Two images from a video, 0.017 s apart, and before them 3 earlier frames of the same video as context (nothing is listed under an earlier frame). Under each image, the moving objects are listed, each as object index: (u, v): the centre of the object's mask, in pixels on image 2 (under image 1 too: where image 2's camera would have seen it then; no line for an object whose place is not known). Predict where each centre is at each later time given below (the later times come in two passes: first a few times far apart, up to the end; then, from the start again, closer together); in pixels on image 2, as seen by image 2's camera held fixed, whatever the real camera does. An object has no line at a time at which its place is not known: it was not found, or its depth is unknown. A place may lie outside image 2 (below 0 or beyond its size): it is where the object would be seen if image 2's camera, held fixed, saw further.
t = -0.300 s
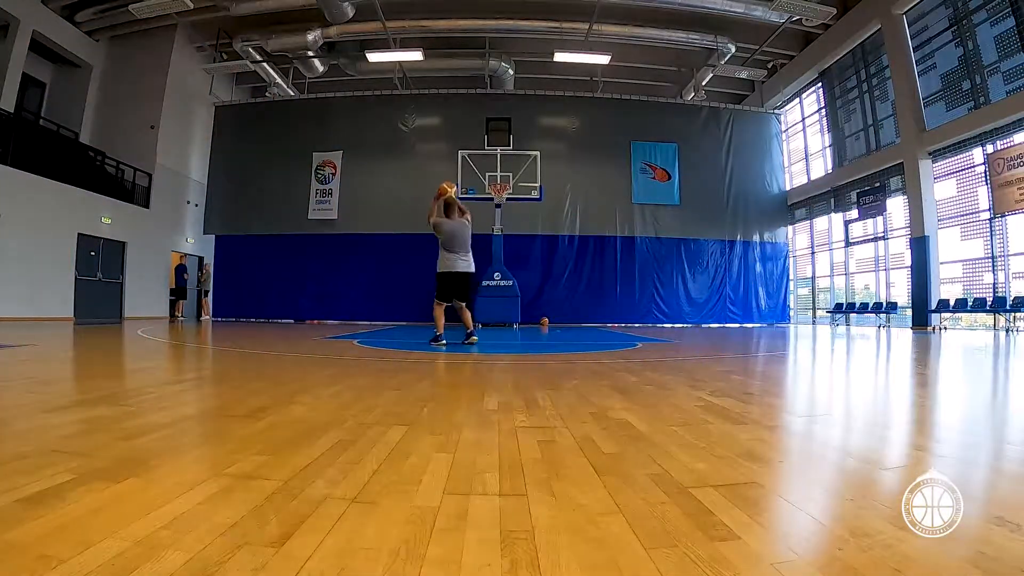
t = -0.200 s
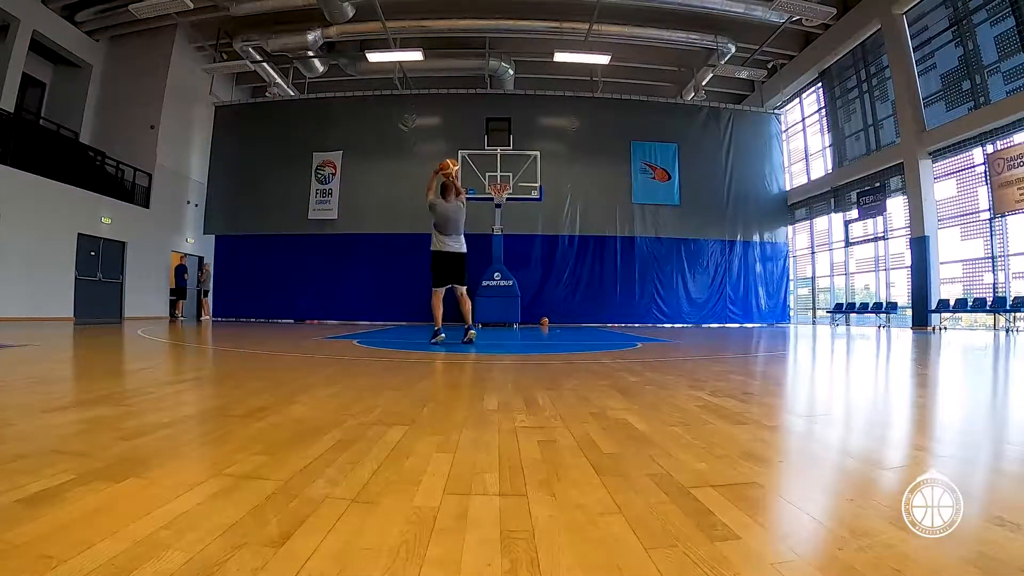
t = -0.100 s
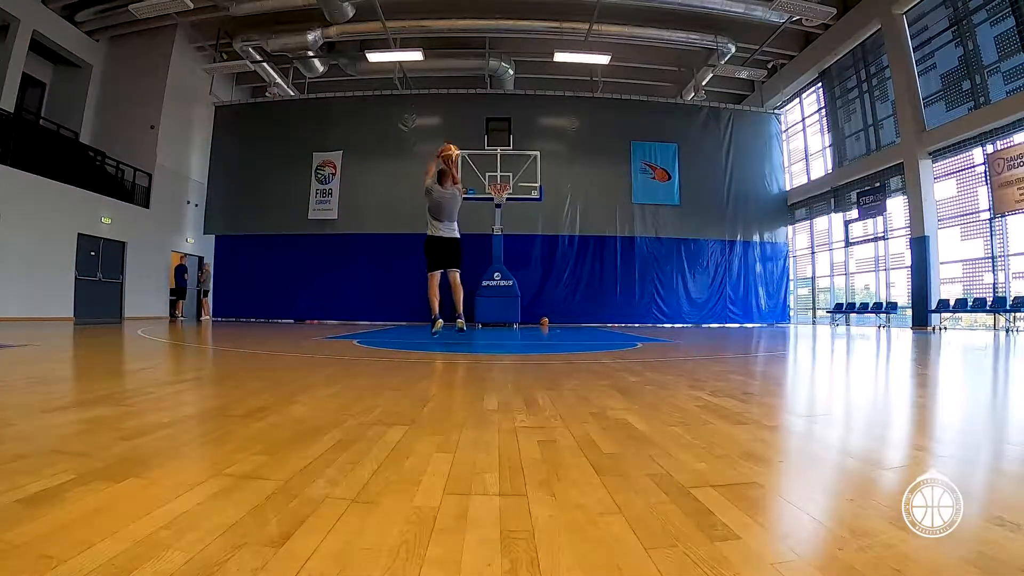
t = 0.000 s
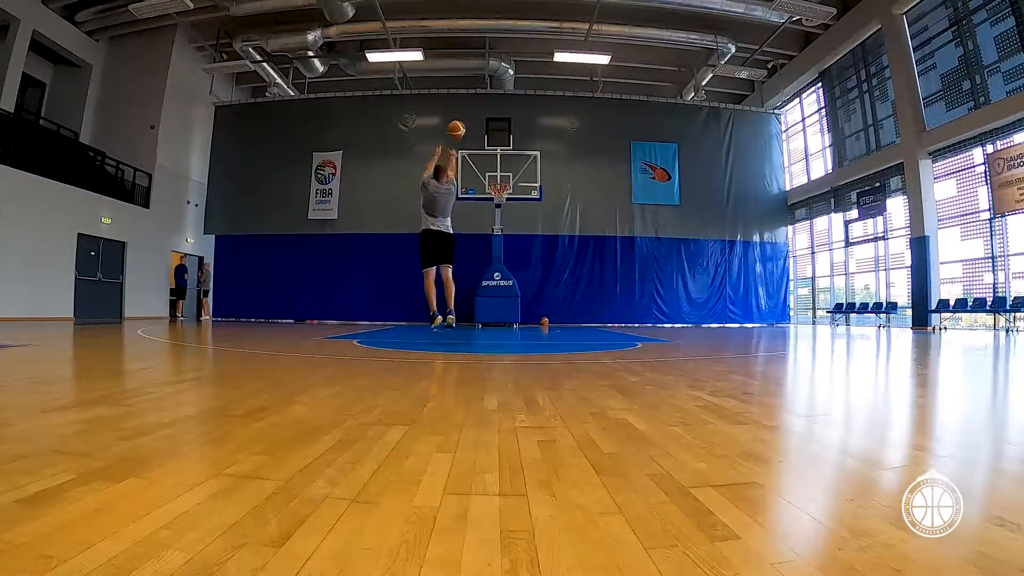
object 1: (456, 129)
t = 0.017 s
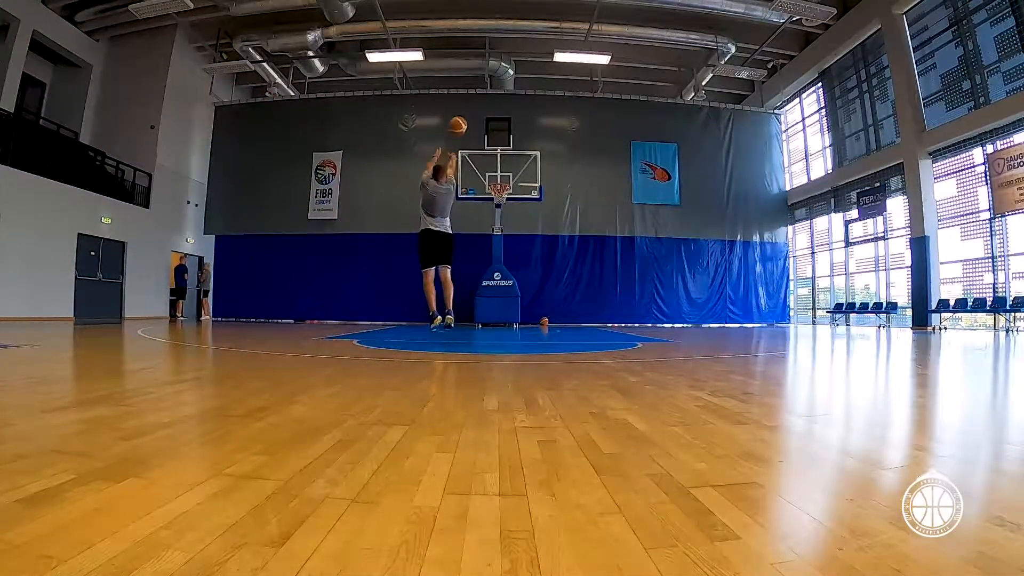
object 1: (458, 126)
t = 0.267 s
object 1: (476, 95)
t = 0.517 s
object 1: (487, 103)
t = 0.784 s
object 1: (496, 140)
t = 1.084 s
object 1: (498, 203)
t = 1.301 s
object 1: (485, 250)
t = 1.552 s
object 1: (471, 317)
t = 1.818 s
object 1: (458, 253)
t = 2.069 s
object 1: (445, 222)
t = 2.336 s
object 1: (427, 228)
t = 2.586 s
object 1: (409, 273)
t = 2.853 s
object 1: (389, 303)
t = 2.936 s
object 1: (382, 283)
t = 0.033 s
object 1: (460, 121)
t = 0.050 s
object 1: (461, 119)
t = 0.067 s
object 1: (463, 115)
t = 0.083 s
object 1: (464, 111)
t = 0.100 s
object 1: (465, 109)
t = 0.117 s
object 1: (466, 107)
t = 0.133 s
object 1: (468, 104)
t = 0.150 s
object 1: (469, 102)
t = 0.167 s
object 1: (470, 101)
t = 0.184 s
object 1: (471, 99)
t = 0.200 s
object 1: (472, 98)
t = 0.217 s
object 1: (473, 97)
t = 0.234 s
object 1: (474, 96)
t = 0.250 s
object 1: (475, 95)
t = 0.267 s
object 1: (476, 95)
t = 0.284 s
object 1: (477, 94)
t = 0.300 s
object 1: (478, 94)
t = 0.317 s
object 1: (478, 94)
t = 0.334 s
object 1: (479, 94)
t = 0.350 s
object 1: (480, 94)
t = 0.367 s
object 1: (481, 94)
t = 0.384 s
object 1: (481, 94)
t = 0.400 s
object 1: (482, 95)
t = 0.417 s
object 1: (483, 95)
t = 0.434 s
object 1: (483, 96)
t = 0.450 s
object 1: (484, 97)
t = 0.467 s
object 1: (485, 99)
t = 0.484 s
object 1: (486, 100)
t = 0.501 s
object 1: (486, 101)
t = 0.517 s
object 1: (487, 103)
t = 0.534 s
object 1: (488, 104)
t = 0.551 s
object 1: (488, 105)
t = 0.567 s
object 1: (489, 107)
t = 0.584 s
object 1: (490, 109)
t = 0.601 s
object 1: (490, 111)
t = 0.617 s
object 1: (491, 113)
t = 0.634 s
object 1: (492, 115)
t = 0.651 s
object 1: (492, 118)
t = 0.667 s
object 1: (493, 120)
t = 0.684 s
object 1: (493, 123)
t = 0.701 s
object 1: (494, 125)
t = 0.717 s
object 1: (494, 128)
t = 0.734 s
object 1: (495, 130)
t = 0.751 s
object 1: (495, 133)
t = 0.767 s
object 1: (496, 137)
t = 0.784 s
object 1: (496, 140)
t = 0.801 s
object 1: (496, 143)
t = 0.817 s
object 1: (497, 146)
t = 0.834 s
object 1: (498, 149)
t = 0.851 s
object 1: (498, 153)
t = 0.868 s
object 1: (499, 157)
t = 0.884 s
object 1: (499, 160)
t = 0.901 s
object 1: (499, 164)
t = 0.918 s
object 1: (499, 167)
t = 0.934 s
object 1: (500, 171)
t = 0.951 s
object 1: (500, 175)
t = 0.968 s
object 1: (500, 179)
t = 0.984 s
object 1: (501, 181)
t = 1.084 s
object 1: (498, 203)
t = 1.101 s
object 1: (496, 205)
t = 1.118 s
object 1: (495, 207)
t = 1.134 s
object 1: (494, 210)
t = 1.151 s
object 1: (491, 213)
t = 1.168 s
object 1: (492, 217)
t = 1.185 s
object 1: (491, 221)
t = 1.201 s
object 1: (490, 225)
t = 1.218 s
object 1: (490, 228)
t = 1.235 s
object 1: (489, 232)
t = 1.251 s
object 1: (488, 236)
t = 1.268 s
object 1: (487, 241)
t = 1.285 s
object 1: (486, 246)
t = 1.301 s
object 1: (485, 250)
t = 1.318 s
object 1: (485, 255)
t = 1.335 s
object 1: (484, 260)
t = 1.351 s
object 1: (483, 266)
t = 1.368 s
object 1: (482, 271)
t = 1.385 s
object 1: (481, 276)
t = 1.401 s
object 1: (480, 282)
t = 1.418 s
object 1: (479, 288)
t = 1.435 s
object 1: (478, 294)
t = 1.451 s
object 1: (477, 300)
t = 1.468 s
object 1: (476, 307)
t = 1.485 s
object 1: (475, 313)
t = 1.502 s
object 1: (475, 321)
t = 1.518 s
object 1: (474, 326)
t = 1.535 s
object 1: (472, 322)
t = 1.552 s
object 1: (471, 317)
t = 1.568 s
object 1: (470, 312)
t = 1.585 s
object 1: (470, 307)
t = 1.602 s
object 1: (469, 302)
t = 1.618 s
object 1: (468, 298)
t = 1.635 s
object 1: (467, 293)
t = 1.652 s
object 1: (467, 289)
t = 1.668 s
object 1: (466, 285)
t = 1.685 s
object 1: (465, 281)
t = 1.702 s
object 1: (464, 277)
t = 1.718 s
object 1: (463, 273)
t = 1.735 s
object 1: (462, 269)
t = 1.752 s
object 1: (462, 265)
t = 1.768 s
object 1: (461, 262)
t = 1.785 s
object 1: (460, 259)
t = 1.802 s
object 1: (459, 256)
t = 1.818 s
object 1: (458, 253)
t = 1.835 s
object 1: (457, 250)
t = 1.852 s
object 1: (456, 247)
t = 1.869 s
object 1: (455, 244)
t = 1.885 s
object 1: (455, 241)
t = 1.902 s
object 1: (454, 239)
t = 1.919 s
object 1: (453, 237)
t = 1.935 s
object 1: (452, 234)
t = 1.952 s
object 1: (451, 232)
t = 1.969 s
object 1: (450, 231)
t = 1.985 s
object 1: (449, 229)
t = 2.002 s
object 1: (448, 227)
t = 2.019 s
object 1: (448, 226)
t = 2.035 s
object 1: (446, 224)
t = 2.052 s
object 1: (445, 224)
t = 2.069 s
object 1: (445, 222)
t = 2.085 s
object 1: (444, 222)
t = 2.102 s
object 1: (442, 221)
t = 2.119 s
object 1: (441, 221)
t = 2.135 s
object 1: (440, 220)
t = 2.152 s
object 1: (440, 220)
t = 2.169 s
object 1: (438, 220)
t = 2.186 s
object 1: (437, 220)
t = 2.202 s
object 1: (436, 220)
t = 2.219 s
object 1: (435, 221)
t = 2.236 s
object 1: (434, 221)
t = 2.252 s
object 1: (433, 222)
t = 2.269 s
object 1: (432, 222)
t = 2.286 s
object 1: (431, 224)
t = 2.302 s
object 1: (430, 224)
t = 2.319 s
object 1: (428, 226)
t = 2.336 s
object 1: (427, 228)
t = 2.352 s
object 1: (426, 230)
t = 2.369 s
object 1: (425, 231)
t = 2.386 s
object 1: (424, 233)
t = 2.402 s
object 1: (423, 235)
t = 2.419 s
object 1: (421, 238)
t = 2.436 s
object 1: (420, 240)
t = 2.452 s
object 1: (419, 243)
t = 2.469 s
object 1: (417, 246)
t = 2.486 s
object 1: (416, 250)
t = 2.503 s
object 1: (415, 253)
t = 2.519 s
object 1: (414, 257)
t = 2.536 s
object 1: (413, 260)
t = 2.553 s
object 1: (411, 264)
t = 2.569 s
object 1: (410, 268)
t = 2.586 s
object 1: (409, 273)
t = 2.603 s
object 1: (408, 277)
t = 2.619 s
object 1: (406, 282)
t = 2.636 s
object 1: (405, 287)
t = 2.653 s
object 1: (404, 292)
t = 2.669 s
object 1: (402, 298)
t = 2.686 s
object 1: (401, 304)
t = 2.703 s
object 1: (400, 309)
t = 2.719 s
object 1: (399, 315)
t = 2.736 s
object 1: (398, 321)
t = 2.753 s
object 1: (396, 328)
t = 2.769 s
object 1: (395, 326)
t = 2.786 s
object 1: (393, 321)
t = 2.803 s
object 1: (392, 316)
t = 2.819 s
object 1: (391, 312)
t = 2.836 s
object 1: (390, 307)
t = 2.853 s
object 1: (389, 303)
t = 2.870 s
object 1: (388, 299)
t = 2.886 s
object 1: (386, 294)
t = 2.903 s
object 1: (385, 290)
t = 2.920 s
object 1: (384, 287)
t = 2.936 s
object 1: (382, 283)
